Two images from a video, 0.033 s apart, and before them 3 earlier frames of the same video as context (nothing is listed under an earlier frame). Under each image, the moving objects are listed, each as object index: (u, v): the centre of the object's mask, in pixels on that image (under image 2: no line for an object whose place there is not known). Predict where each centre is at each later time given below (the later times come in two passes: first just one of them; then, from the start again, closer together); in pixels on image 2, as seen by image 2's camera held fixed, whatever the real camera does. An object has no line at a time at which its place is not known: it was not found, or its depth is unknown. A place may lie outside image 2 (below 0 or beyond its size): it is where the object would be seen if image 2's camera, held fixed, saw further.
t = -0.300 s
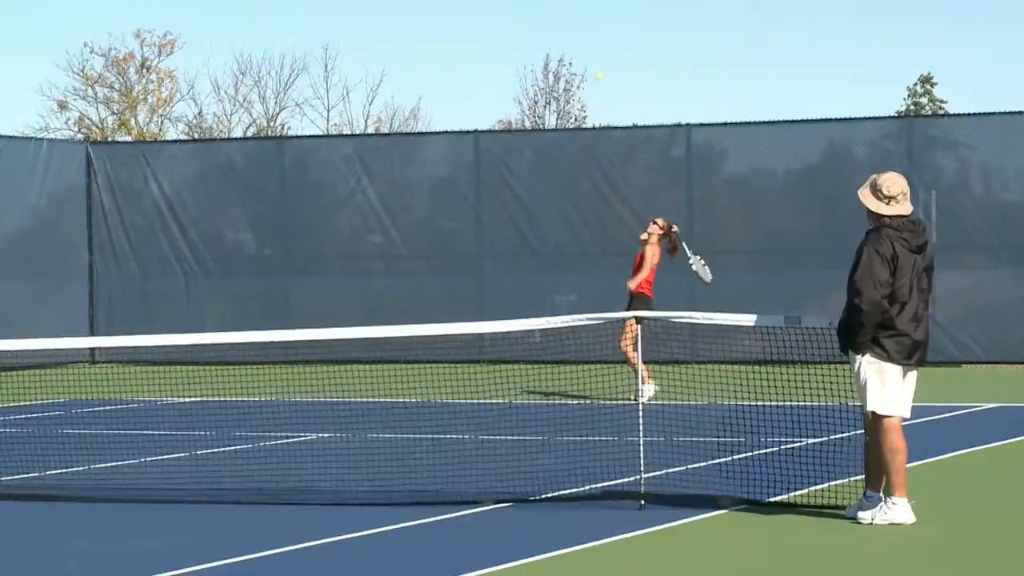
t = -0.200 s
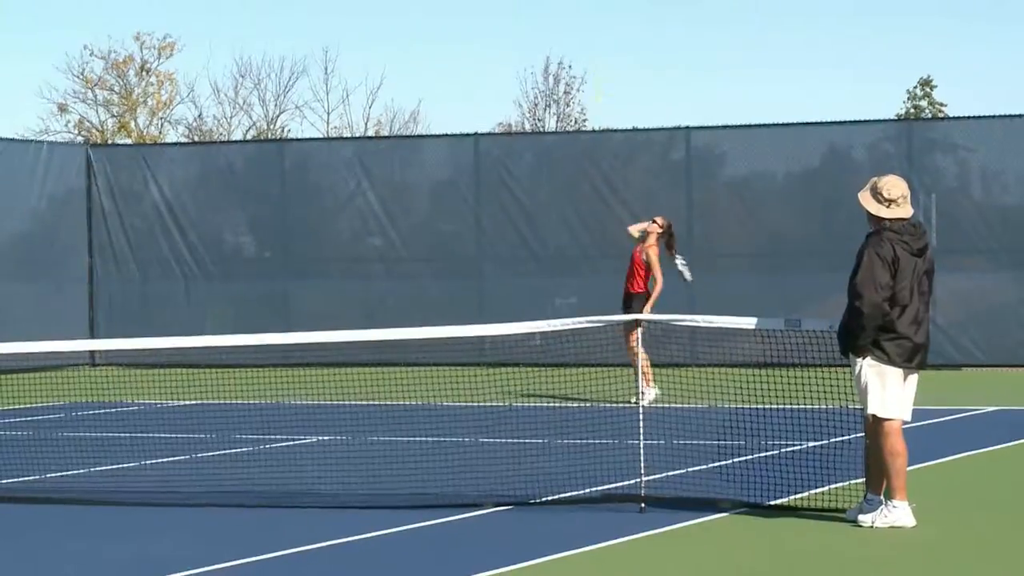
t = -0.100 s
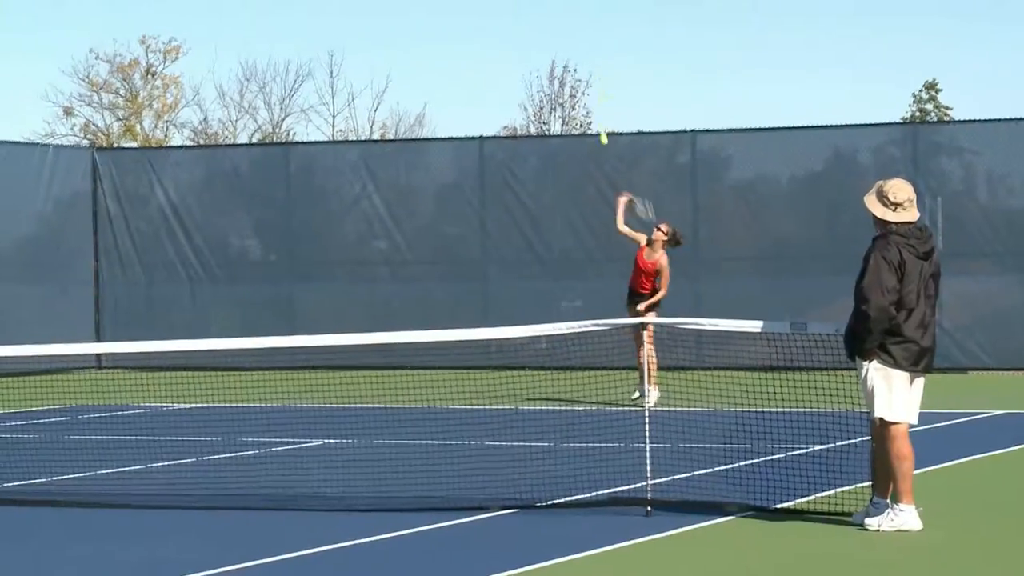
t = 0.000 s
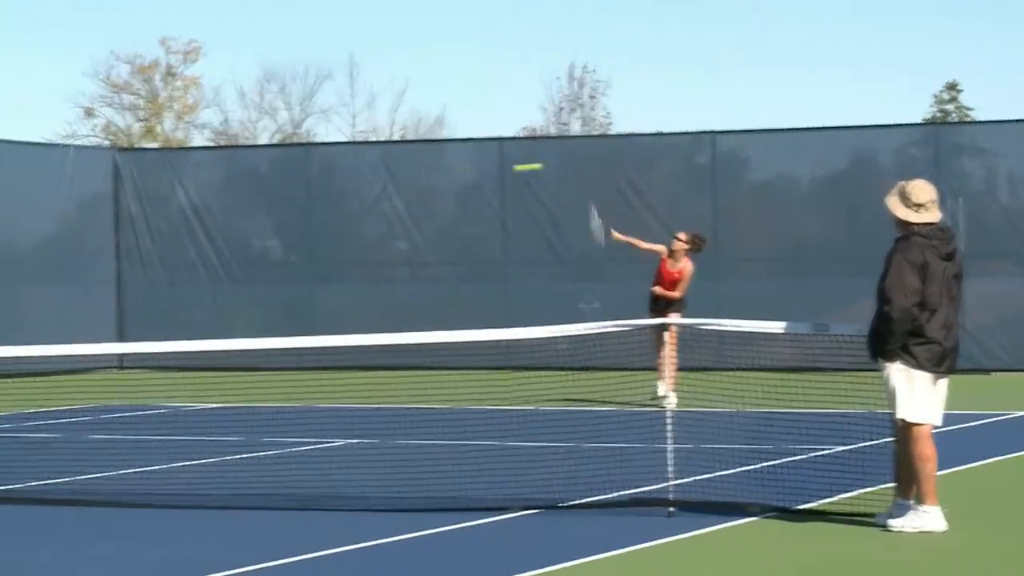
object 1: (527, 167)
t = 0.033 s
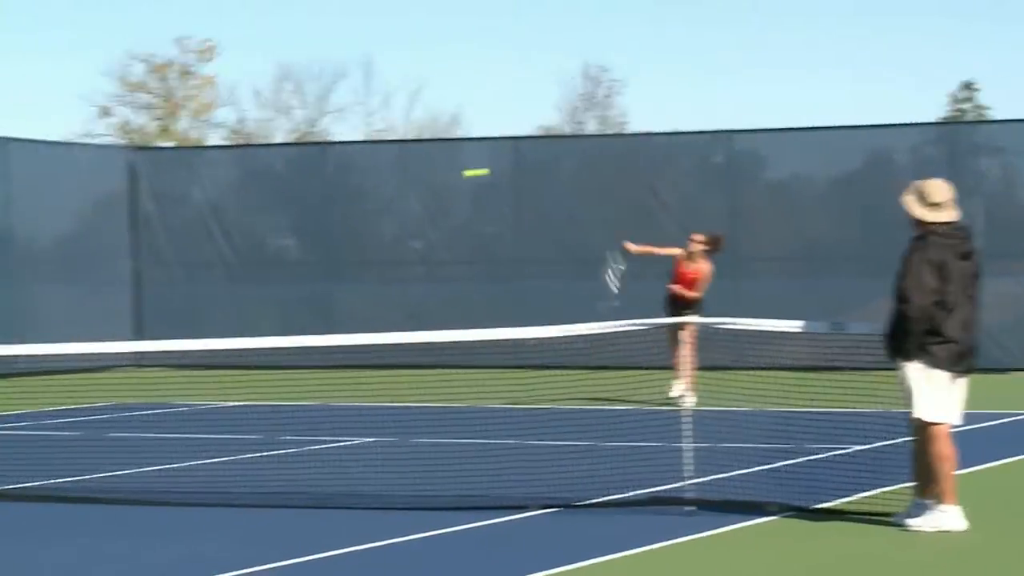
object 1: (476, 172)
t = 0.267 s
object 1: (-111, 265)
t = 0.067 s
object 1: (405, 180)
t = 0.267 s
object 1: (-111, 265)
